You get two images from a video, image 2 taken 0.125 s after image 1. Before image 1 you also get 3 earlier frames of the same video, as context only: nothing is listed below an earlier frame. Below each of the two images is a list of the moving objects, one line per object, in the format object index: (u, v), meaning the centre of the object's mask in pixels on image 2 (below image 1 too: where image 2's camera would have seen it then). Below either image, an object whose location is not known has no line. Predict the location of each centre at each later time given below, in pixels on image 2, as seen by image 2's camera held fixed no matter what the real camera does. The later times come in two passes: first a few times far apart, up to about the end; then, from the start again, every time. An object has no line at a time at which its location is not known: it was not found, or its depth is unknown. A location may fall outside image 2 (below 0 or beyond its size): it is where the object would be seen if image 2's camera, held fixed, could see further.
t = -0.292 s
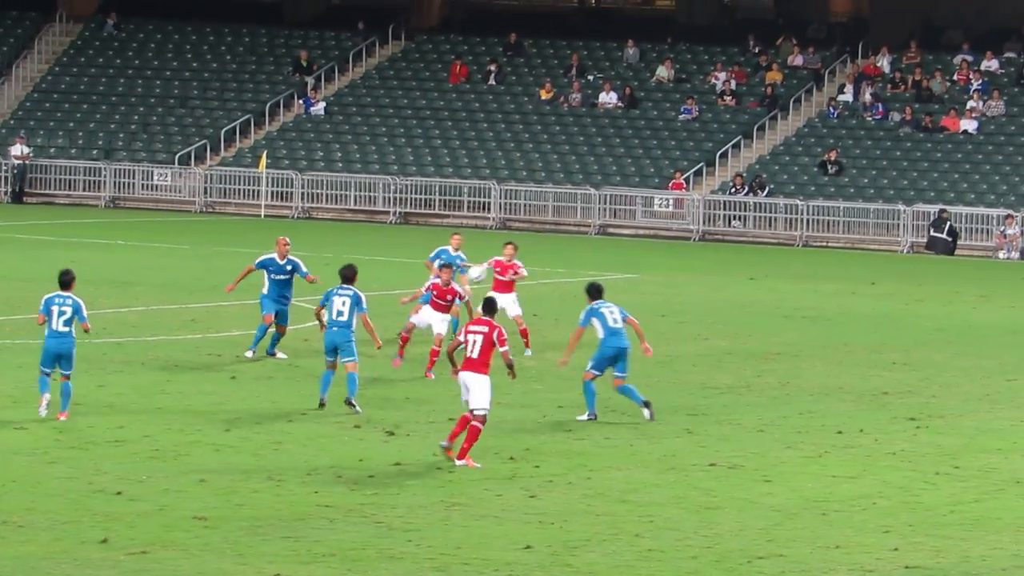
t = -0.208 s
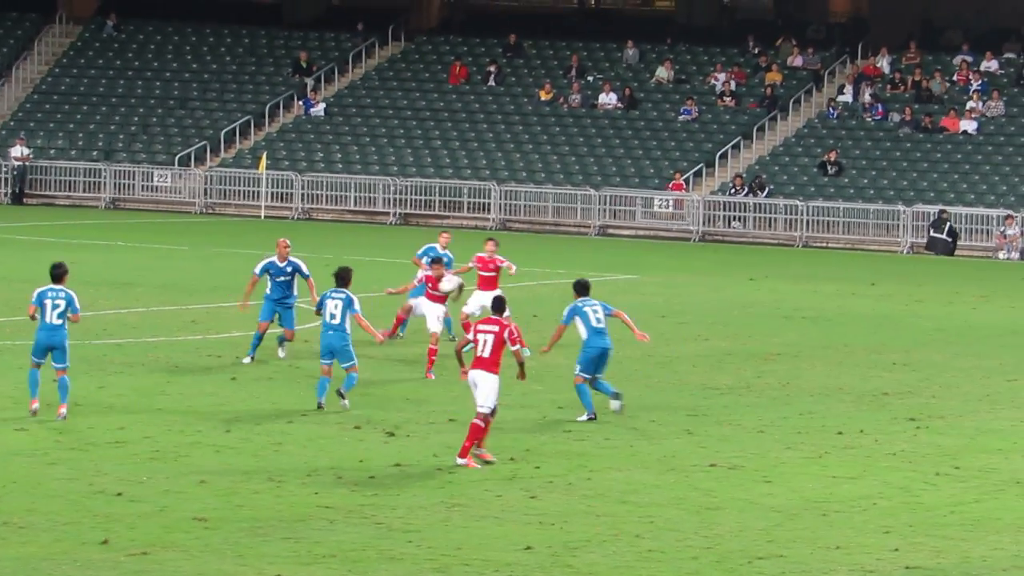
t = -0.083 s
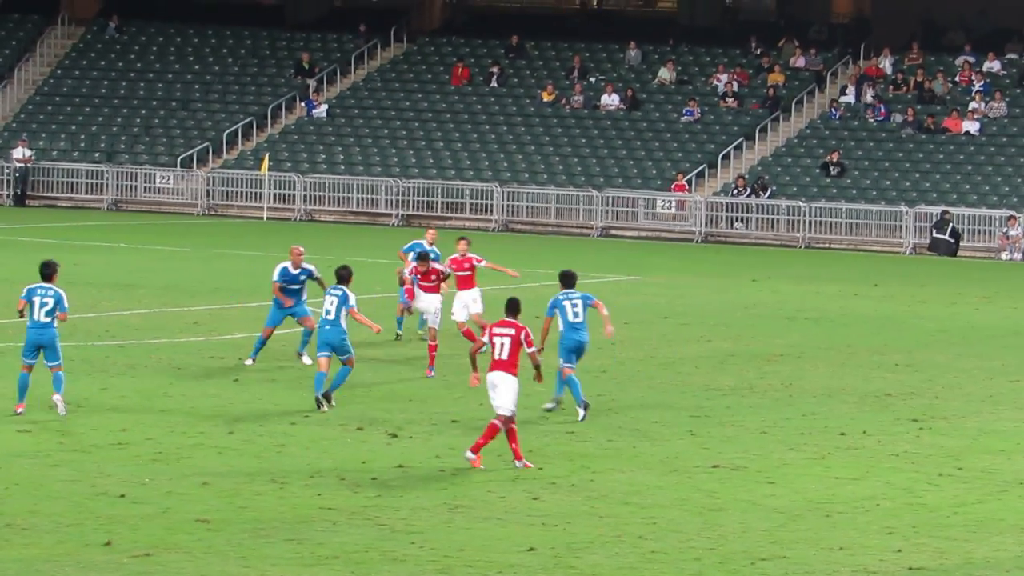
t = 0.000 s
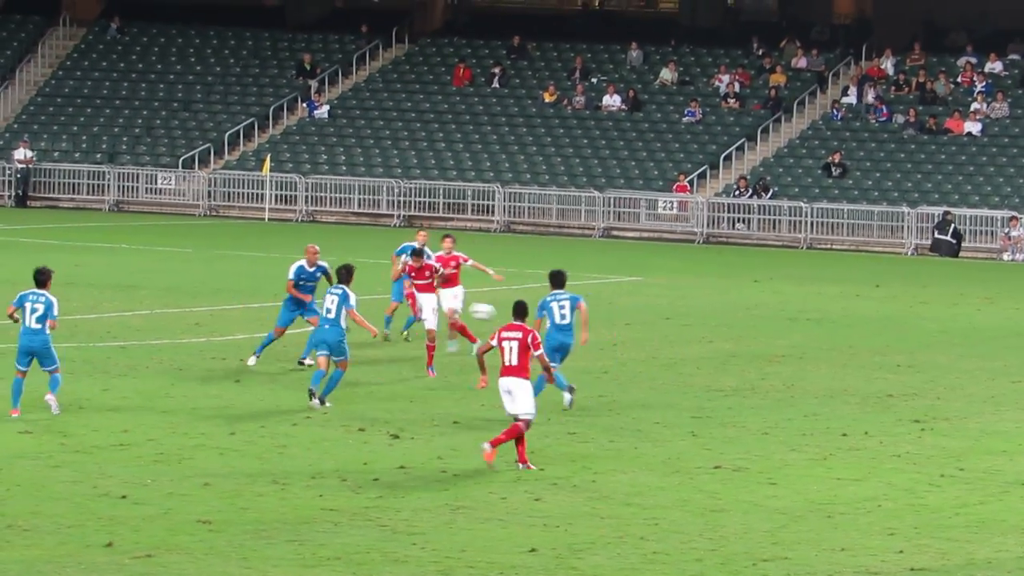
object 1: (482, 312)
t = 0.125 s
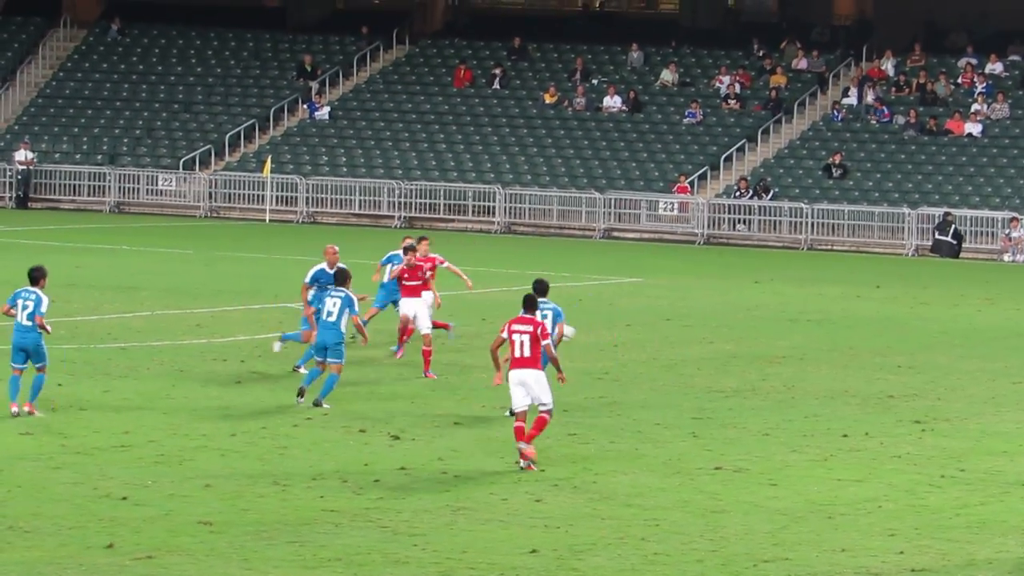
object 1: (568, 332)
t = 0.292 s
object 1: (663, 377)
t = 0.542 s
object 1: (773, 344)
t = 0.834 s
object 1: (898, 363)
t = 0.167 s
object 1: (588, 341)
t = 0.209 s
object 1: (613, 351)
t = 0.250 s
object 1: (638, 363)
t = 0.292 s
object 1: (663, 377)
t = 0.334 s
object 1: (683, 372)
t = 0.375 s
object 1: (701, 364)
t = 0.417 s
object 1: (719, 356)
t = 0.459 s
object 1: (737, 351)
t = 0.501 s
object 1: (755, 347)
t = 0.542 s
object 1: (773, 344)
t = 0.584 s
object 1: (790, 343)
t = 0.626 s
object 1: (808, 343)
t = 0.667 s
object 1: (826, 345)
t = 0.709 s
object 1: (844, 348)
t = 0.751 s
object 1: (862, 352)
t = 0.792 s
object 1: (880, 357)
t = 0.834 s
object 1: (898, 363)
